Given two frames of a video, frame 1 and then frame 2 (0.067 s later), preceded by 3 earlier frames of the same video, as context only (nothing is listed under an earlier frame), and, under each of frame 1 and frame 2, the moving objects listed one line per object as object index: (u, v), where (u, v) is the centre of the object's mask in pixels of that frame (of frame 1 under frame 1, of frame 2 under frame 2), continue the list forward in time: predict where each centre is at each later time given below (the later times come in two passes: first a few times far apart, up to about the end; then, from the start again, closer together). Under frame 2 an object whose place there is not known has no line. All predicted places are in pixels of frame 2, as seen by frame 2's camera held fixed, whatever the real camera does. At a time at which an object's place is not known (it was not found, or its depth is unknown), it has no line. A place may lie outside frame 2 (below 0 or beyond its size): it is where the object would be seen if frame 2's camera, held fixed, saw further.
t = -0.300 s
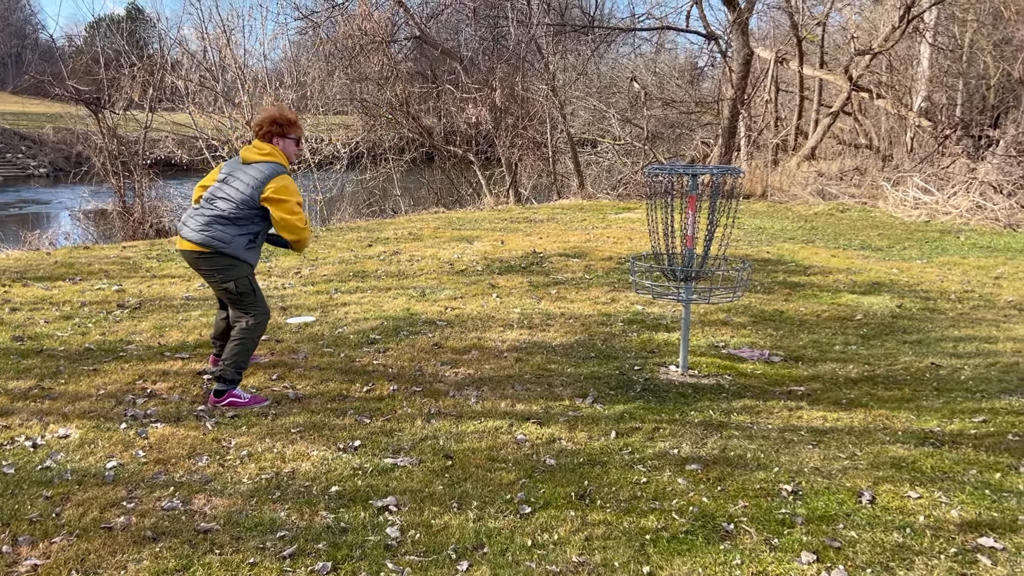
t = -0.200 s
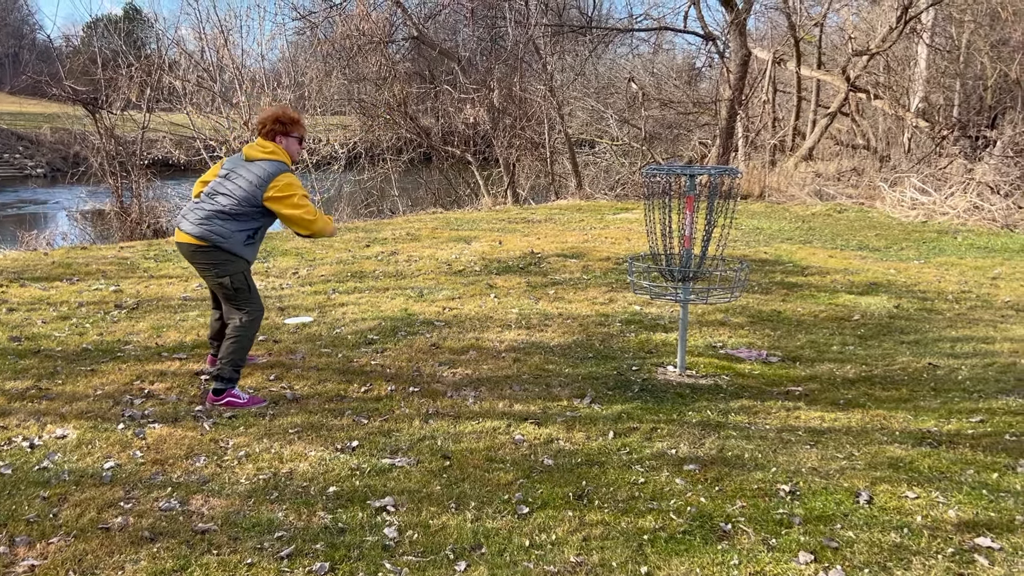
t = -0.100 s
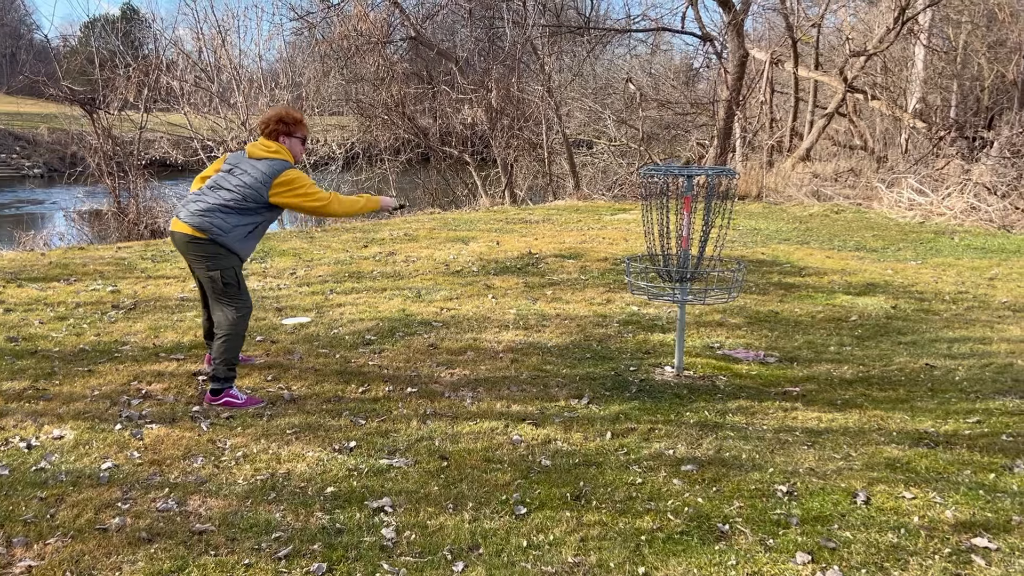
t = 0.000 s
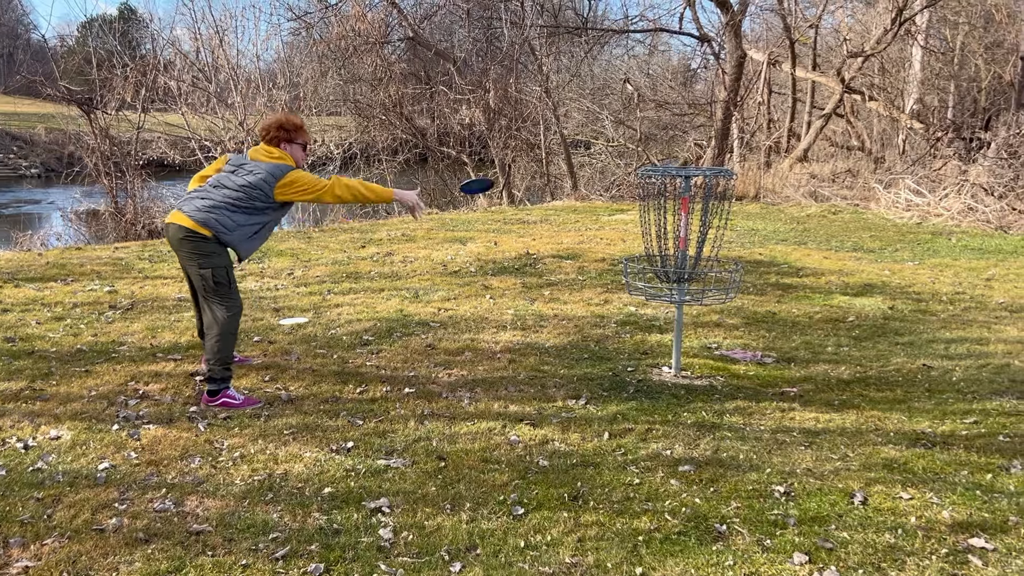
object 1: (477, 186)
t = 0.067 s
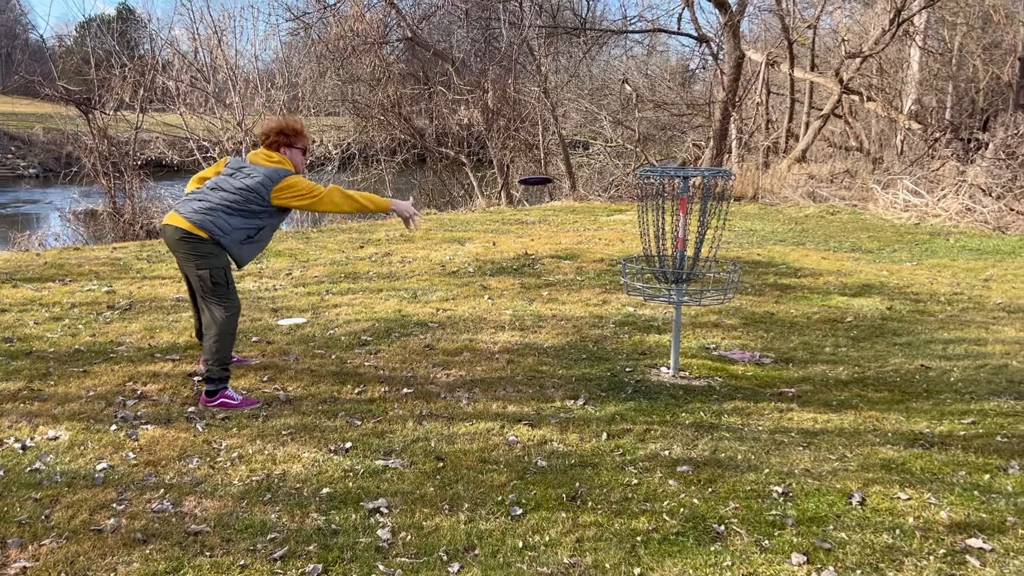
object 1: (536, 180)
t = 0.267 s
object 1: (639, 198)
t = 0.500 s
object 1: (644, 281)
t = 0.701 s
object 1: (640, 272)
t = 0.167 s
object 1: (626, 181)
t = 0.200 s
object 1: (638, 186)
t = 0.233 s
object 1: (640, 191)
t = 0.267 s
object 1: (639, 198)
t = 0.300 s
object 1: (638, 206)
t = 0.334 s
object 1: (638, 216)
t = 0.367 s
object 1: (637, 228)
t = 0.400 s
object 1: (636, 242)
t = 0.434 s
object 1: (635, 256)
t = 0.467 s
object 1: (638, 269)
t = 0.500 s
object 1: (644, 281)
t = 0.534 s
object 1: (642, 282)
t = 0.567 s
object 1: (642, 276)
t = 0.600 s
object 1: (643, 272)
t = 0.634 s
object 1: (642, 270)
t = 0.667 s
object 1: (641, 270)
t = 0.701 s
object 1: (640, 272)
